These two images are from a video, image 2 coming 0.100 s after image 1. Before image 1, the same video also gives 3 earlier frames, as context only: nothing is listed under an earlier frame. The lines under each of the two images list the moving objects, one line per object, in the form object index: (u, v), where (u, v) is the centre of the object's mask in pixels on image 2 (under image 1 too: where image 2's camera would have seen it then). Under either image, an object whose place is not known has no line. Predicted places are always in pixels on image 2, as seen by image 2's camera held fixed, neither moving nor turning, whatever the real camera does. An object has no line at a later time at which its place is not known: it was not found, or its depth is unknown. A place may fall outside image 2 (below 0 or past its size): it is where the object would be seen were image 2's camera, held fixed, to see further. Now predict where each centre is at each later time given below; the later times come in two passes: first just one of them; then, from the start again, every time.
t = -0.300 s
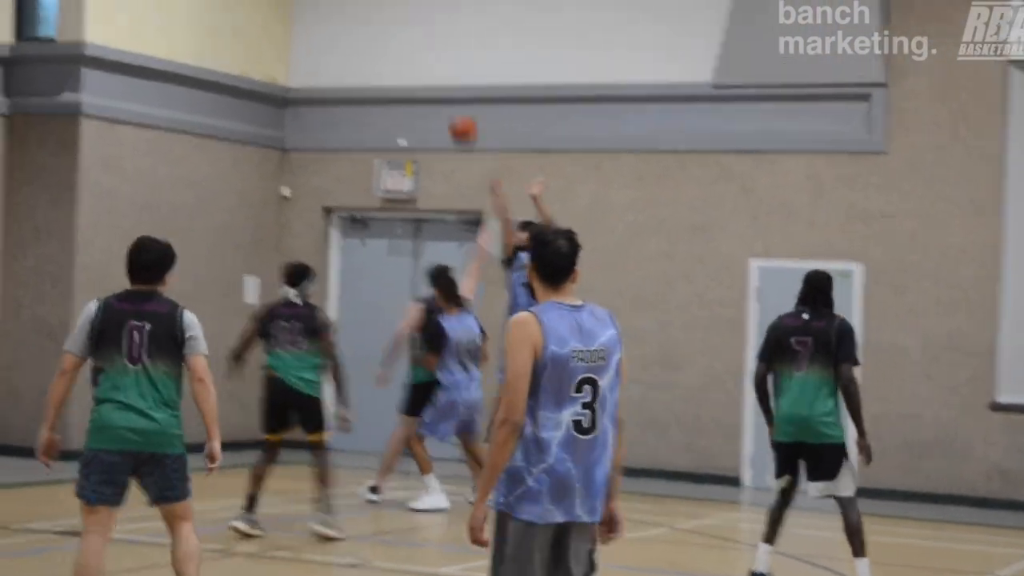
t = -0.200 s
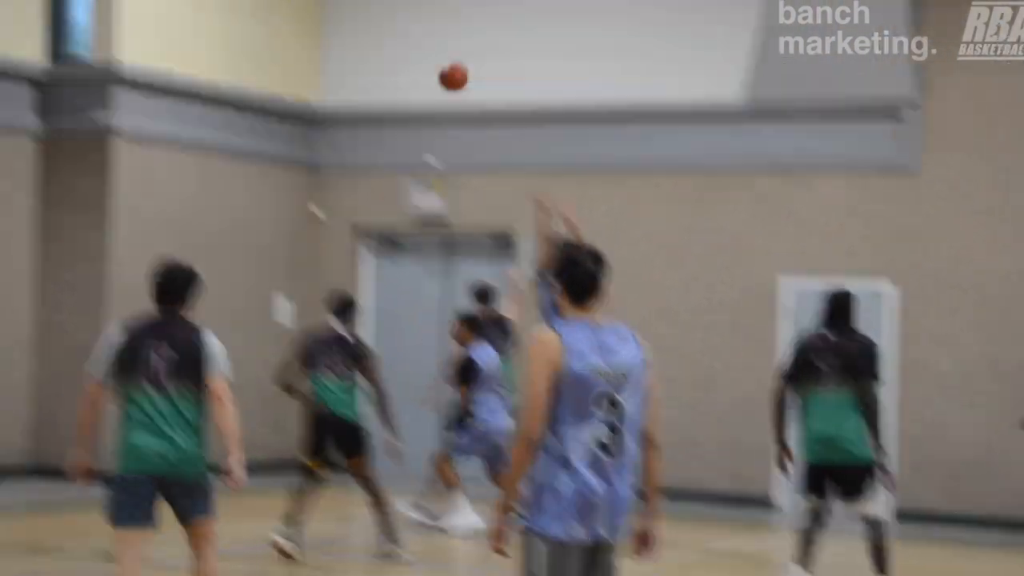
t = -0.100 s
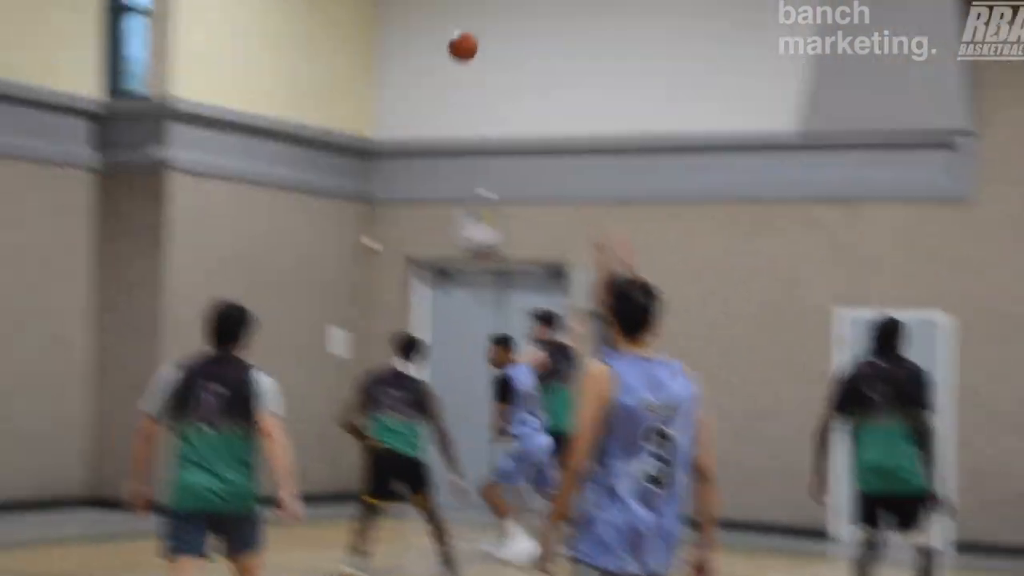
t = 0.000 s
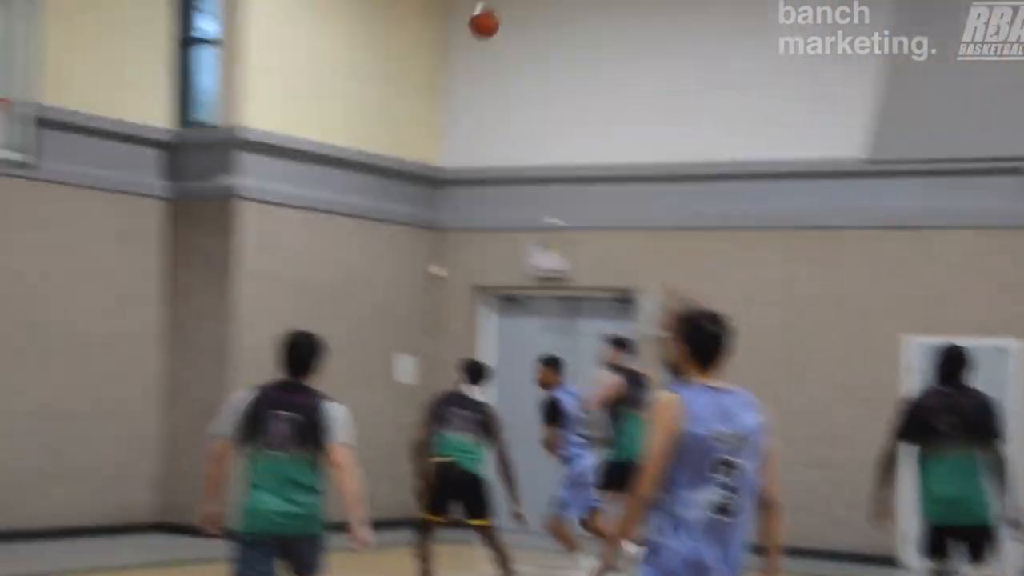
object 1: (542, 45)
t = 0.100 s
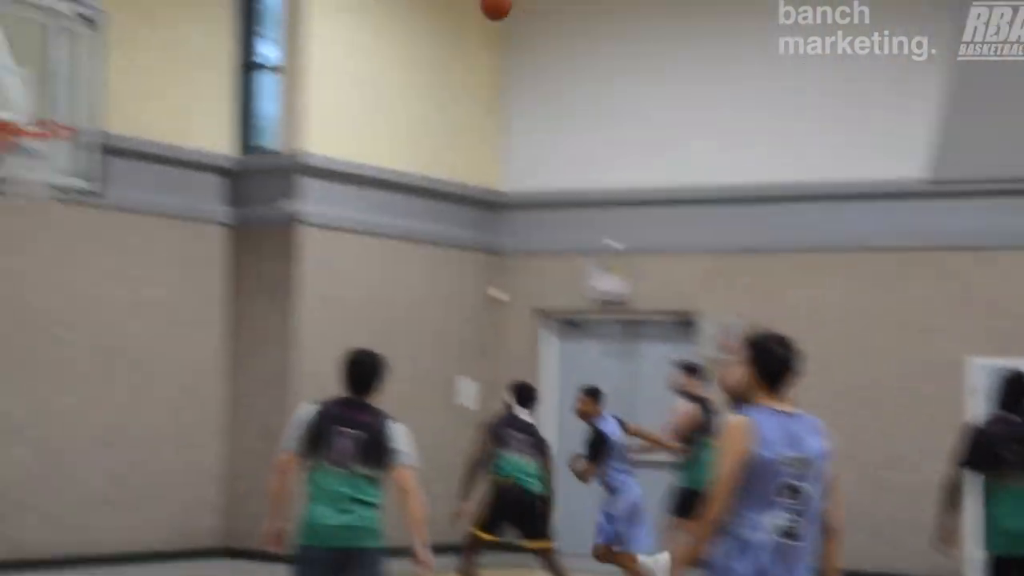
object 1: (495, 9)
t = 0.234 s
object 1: (425, -22)
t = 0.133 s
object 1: (479, 1)
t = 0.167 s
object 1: (462, -5)
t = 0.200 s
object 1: (444, -14)
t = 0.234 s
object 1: (425, -22)
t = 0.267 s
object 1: (408, -30)
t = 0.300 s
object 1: (392, -36)
